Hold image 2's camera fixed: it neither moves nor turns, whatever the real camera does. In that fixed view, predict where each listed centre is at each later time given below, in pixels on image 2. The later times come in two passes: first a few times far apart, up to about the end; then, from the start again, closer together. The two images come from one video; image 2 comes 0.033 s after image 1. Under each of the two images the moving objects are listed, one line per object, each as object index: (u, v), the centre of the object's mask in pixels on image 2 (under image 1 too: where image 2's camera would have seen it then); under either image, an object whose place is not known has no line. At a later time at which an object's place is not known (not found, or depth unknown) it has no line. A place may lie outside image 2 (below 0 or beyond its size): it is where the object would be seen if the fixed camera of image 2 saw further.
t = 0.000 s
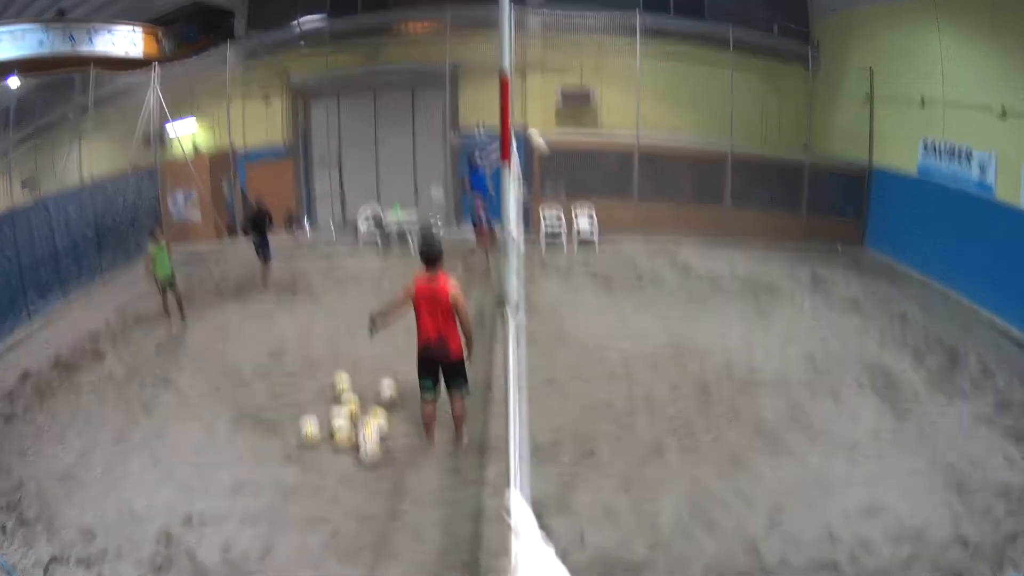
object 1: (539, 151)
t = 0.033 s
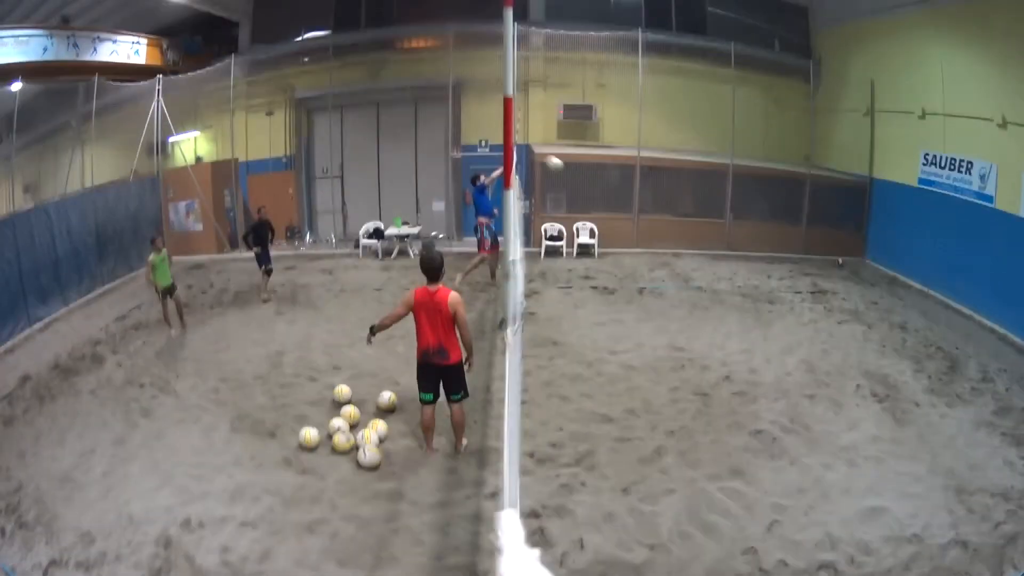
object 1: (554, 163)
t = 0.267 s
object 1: (651, 232)
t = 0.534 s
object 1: (736, 301)
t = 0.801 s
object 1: (797, 276)
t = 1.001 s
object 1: (832, 283)
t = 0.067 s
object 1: (569, 171)
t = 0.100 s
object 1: (583, 176)
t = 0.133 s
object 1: (598, 189)
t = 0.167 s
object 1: (612, 198)
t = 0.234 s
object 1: (639, 220)
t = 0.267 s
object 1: (651, 232)
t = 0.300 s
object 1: (664, 245)
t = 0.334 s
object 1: (675, 257)
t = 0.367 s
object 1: (686, 272)
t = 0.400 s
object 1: (697, 286)
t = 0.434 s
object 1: (707, 300)
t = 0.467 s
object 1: (716, 315)
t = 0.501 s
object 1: (726, 308)
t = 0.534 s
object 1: (736, 301)
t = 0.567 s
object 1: (744, 295)
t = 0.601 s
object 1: (752, 290)
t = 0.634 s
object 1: (760, 285)
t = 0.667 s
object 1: (768, 282)
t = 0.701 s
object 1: (775, 279)
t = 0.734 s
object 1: (783, 277)
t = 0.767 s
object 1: (790, 276)
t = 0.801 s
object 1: (797, 276)
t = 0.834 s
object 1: (803, 275)
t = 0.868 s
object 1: (809, 275)
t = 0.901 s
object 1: (816, 277)
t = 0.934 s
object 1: (821, 279)
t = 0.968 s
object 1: (827, 281)
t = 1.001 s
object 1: (832, 283)
